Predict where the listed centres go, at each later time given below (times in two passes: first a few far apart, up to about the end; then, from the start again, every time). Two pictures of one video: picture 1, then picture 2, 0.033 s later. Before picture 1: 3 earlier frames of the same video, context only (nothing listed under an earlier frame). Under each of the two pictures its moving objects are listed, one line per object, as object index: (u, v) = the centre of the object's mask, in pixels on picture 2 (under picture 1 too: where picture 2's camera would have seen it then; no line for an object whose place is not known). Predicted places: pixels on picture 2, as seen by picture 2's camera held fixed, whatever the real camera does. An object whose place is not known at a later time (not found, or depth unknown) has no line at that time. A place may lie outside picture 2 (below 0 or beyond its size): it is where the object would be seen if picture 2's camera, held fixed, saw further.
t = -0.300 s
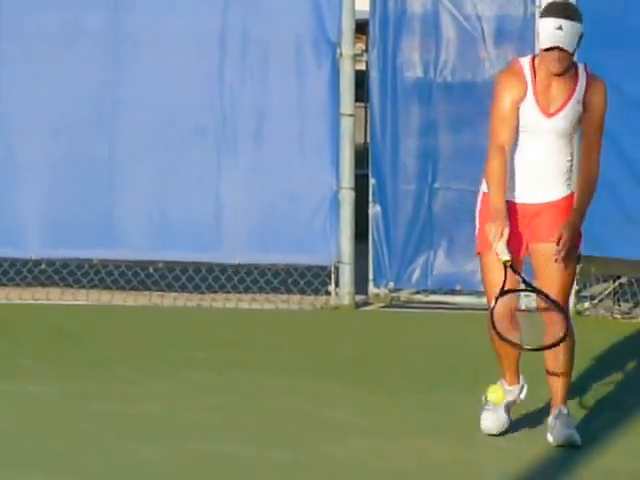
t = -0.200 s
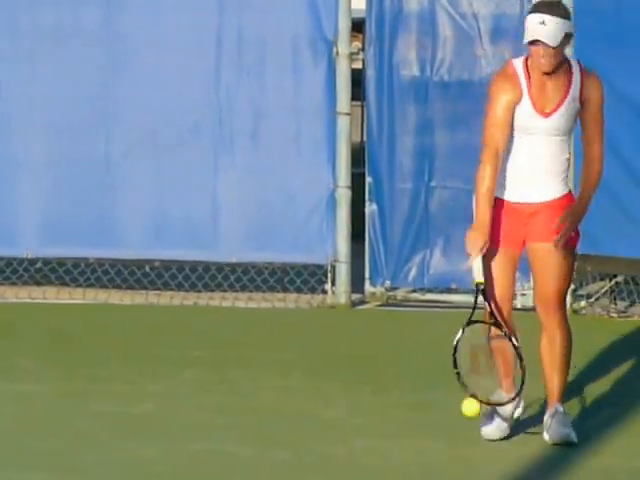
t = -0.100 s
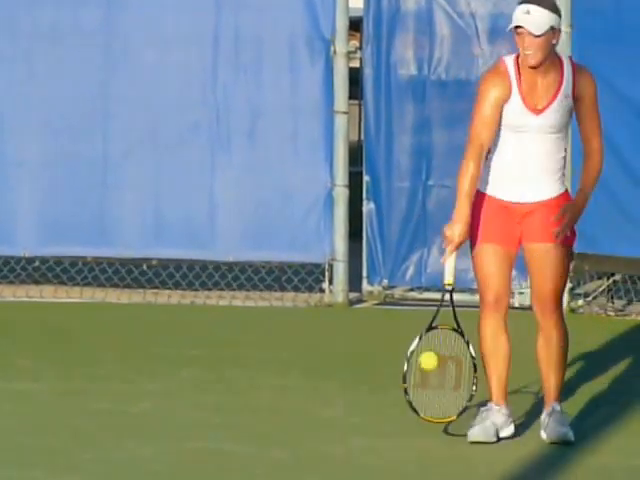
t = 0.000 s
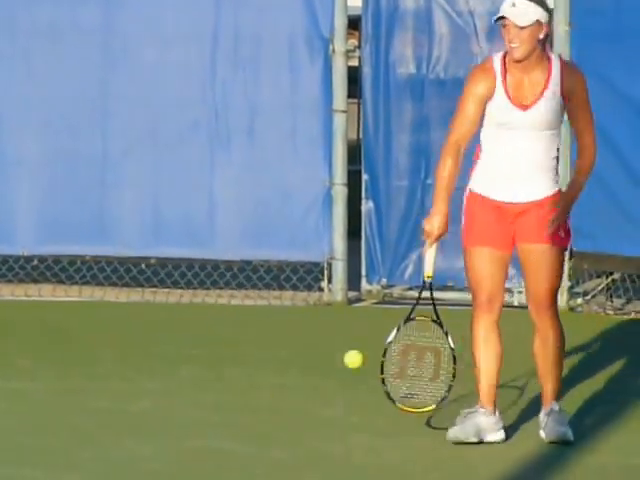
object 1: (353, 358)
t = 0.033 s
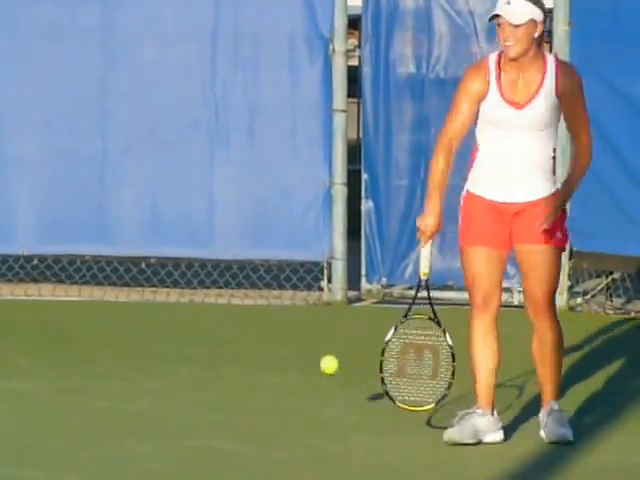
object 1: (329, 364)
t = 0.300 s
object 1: (195, 345)
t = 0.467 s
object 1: (135, 354)
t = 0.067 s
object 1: (305, 374)
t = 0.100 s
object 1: (283, 385)
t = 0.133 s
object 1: (260, 399)
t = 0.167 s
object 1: (244, 391)
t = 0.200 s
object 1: (232, 375)
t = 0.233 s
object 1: (219, 362)
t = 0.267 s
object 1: (207, 352)
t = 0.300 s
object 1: (195, 345)
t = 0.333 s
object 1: (183, 341)
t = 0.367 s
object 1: (171, 340)
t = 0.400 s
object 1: (159, 342)
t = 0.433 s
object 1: (147, 347)
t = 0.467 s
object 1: (135, 354)
